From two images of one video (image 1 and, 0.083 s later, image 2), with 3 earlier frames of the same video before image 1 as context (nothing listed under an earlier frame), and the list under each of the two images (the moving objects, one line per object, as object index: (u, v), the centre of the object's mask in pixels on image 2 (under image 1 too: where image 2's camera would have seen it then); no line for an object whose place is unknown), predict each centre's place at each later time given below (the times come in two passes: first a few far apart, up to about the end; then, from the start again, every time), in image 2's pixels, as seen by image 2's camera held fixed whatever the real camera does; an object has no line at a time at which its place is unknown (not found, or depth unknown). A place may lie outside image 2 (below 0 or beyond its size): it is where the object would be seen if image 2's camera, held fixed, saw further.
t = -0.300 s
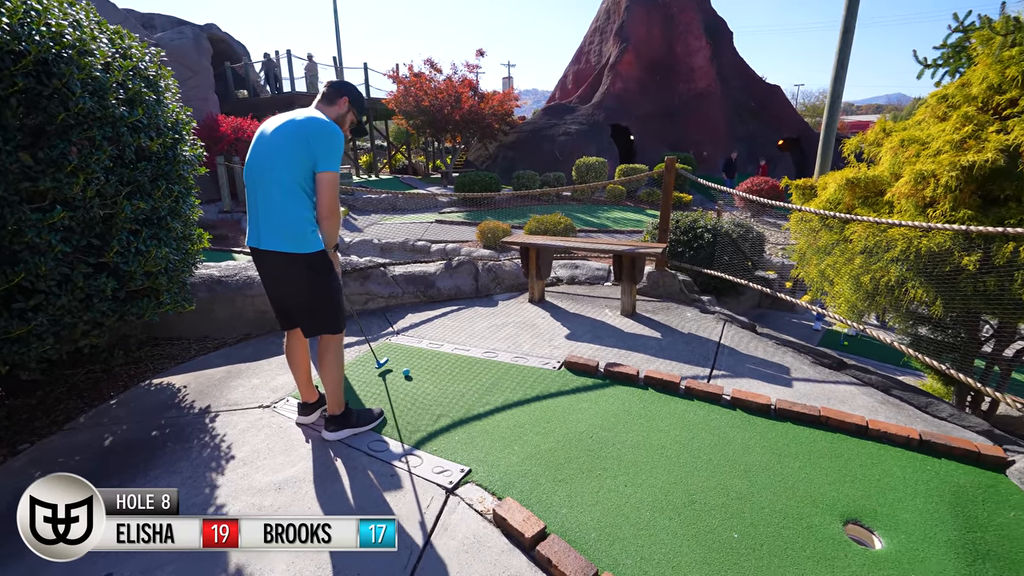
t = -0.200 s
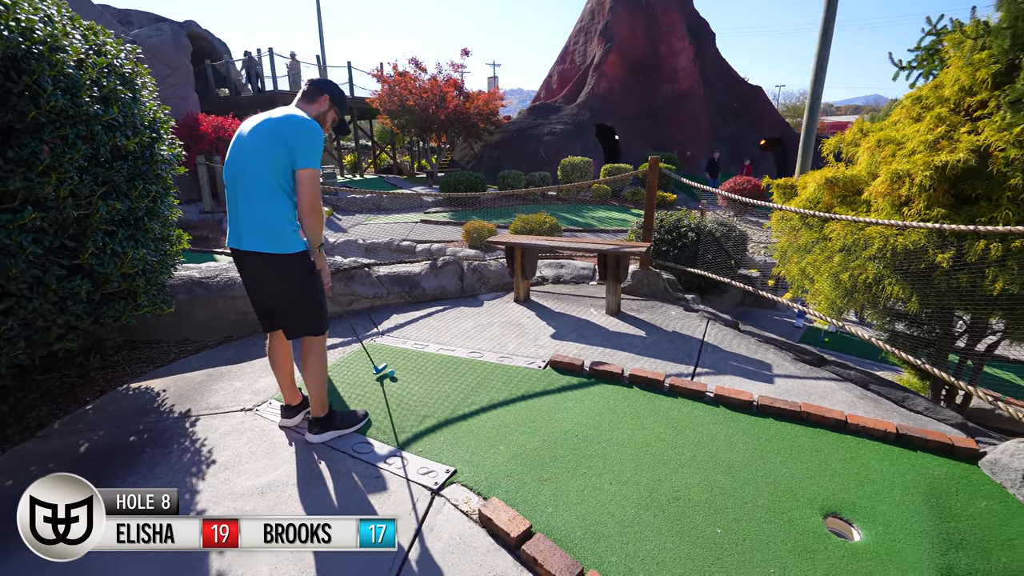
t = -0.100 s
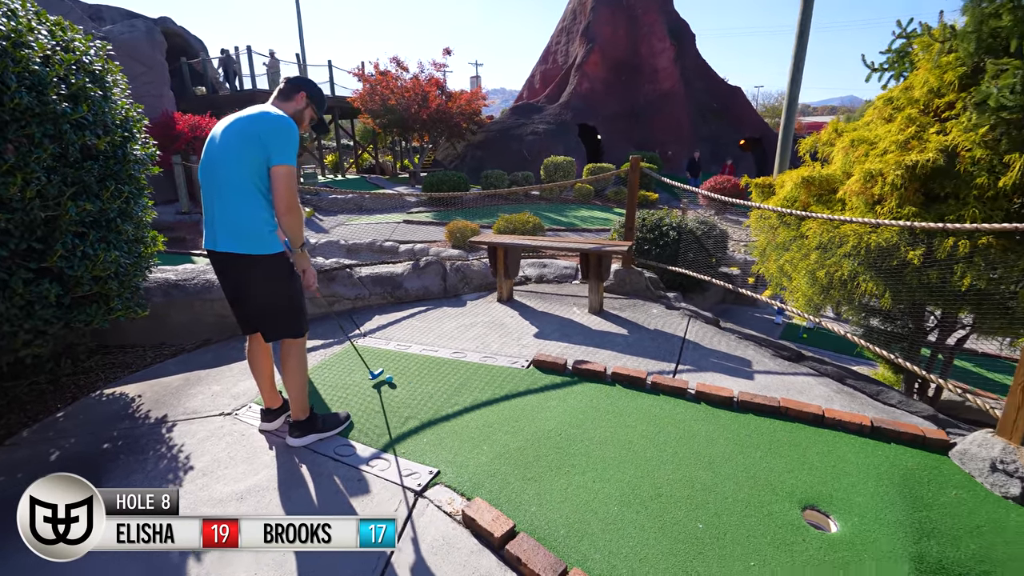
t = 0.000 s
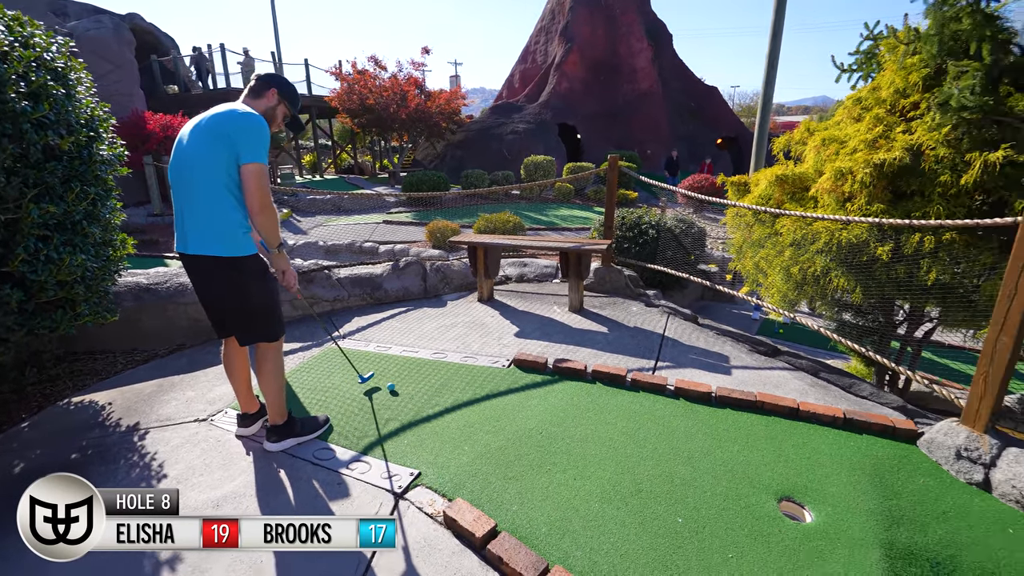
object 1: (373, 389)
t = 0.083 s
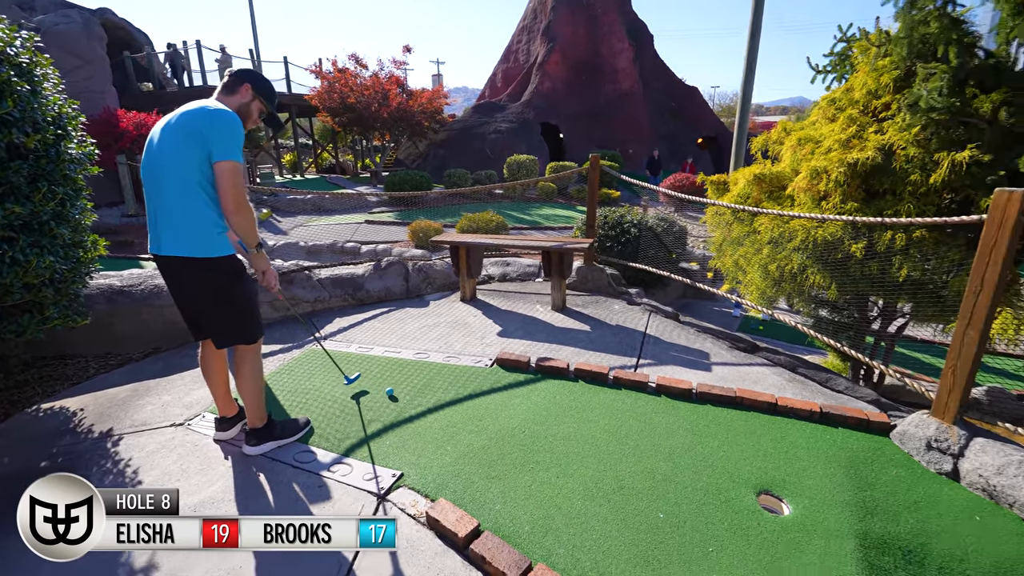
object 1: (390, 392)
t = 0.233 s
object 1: (422, 401)
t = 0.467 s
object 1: (475, 414)
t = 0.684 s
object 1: (529, 429)
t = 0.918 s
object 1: (591, 444)
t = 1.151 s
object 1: (659, 461)
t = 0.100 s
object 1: (393, 392)
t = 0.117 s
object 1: (397, 395)
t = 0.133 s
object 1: (401, 396)
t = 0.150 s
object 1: (404, 397)
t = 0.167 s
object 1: (408, 398)
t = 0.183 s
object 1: (411, 398)
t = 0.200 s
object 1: (414, 399)
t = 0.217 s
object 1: (418, 401)
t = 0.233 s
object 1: (422, 401)
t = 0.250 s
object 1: (425, 402)
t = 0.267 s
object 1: (429, 403)
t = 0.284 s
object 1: (433, 404)
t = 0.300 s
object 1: (436, 404)
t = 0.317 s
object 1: (440, 405)
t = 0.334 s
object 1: (444, 405)
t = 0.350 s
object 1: (448, 408)
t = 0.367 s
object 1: (452, 408)
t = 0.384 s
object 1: (456, 409)
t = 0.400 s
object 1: (459, 410)
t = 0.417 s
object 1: (463, 411)
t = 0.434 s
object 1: (467, 412)
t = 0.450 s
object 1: (471, 413)
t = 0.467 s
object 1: (475, 414)
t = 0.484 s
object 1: (479, 416)
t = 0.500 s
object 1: (483, 417)
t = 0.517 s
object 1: (487, 418)
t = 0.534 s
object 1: (491, 419)
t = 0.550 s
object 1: (495, 419)
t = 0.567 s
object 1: (499, 420)
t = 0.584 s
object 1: (503, 422)
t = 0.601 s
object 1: (507, 423)
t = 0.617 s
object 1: (512, 424)
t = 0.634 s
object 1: (516, 425)
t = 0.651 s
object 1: (520, 426)
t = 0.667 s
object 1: (524, 427)
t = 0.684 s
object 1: (529, 429)
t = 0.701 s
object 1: (533, 430)
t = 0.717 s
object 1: (537, 430)
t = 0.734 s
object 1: (541, 432)
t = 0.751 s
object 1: (546, 433)
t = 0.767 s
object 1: (550, 434)
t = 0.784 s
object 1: (555, 435)
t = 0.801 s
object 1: (559, 436)
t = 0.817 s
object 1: (564, 438)
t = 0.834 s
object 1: (568, 439)
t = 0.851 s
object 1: (573, 440)
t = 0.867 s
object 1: (577, 441)
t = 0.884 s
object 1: (582, 442)
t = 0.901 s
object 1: (587, 443)
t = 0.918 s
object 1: (591, 444)
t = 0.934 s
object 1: (596, 445)
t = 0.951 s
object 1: (601, 447)
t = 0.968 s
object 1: (605, 448)
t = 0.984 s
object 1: (610, 449)
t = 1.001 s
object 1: (615, 450)
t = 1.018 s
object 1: (620, 451)
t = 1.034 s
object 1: (624, 452)
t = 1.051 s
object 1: (629, 453)
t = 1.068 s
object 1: (634, 455)
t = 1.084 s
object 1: (639, 456)
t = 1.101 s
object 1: (644, 457)
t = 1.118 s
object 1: (649, 458)
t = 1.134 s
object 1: (654, 459)
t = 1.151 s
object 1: (659, 461)
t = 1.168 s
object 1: (664, 462)
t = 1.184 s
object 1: (669, 463)
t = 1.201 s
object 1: (674, 464)
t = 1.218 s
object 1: (679, 466)
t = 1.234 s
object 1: (685, 467)
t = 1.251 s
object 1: (690, 468)
